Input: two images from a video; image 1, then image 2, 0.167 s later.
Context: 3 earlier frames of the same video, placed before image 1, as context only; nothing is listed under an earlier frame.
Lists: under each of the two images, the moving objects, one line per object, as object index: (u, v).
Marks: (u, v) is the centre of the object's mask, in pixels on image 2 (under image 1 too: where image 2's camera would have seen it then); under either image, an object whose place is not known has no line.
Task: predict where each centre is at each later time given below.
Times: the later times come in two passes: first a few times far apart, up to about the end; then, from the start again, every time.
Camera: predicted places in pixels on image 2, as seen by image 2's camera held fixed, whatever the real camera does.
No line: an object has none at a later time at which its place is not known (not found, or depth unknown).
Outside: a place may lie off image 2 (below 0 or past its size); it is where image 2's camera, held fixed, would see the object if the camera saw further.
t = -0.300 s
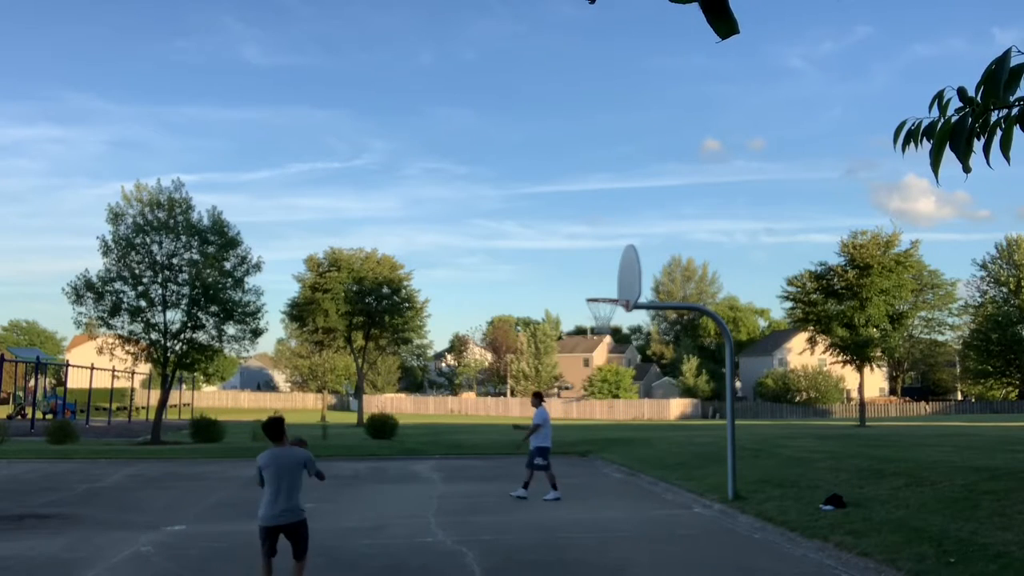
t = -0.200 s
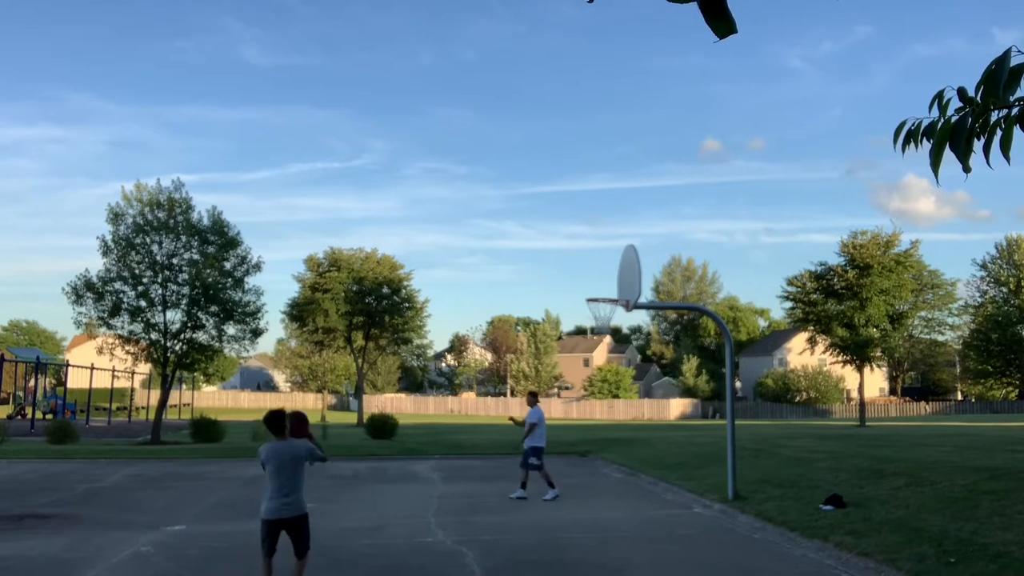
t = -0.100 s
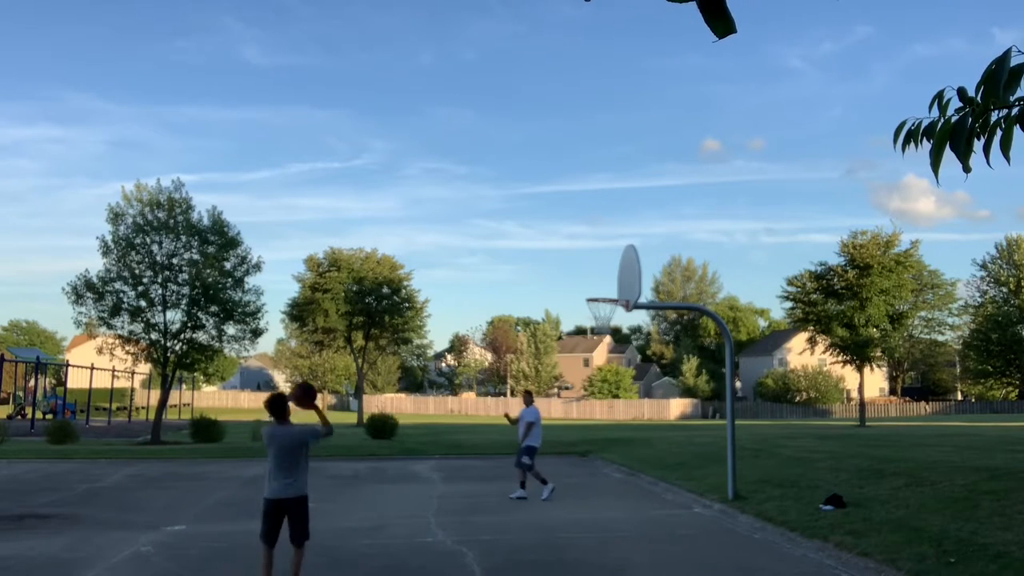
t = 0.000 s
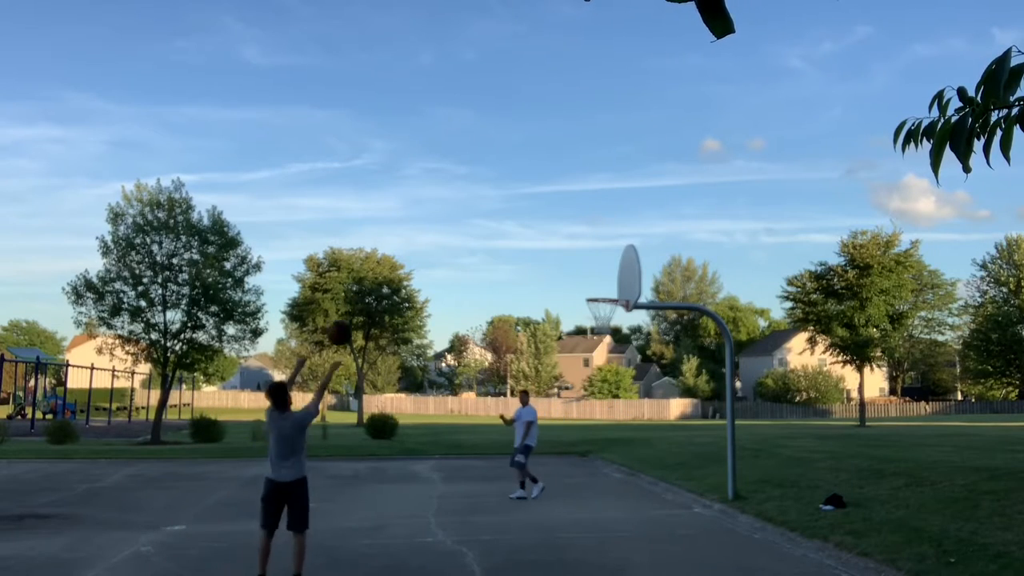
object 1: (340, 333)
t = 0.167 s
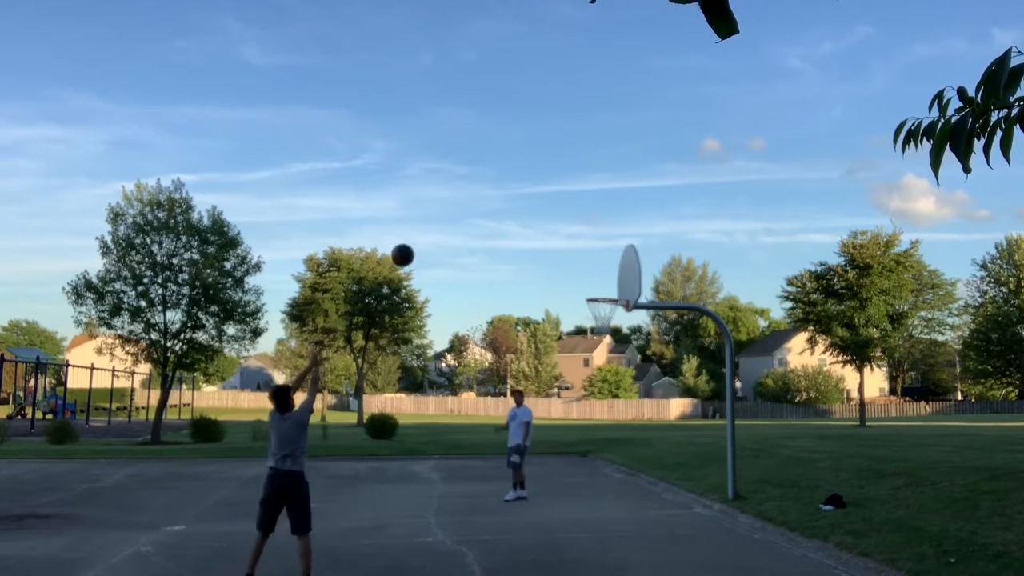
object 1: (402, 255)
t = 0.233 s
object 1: (424, 235)
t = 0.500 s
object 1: (499, 204)
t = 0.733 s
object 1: (551, 225)
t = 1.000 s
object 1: (600, 291)
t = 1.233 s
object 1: (627, 302)
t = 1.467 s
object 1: (660, 354)
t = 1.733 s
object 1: (706, 487)
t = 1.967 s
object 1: (742, 492)
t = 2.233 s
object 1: (776, 405)
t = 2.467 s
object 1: (815, 386)
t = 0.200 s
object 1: (414, 244)
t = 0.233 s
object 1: (424, 235)
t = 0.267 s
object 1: (435, 227)
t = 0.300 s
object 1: (445, 221)
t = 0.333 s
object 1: (455, 215)
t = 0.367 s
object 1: (464, 211)
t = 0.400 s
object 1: (473, 208)
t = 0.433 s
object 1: (482, 206)
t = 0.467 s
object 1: (491, 204)
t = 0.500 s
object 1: (499, 204)
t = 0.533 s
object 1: (507, 205)
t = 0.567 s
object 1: (515, 206)
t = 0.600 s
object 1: (522, 208)
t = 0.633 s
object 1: (530, 211)
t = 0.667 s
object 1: (537, 215)
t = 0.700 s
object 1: (544, 220)
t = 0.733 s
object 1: (551, 225)
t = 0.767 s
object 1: (558, 231)
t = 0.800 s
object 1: (564, 238)
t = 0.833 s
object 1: (570, 245)
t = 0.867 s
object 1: (577, 253)
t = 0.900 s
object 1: (583, 262)
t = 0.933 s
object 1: (589, 271)
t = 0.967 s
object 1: (594, 281)
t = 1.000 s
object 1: (600, 291)
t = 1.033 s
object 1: (604, 294)
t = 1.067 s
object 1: (608, 294)
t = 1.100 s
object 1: (612, 294)
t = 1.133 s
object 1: (615, 295)
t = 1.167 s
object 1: (619, 296)
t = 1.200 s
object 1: (623, 299)
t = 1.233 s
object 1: (627, 302)
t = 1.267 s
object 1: (632, 306)
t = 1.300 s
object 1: (636, 313)
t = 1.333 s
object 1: (641, 318)
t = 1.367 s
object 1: (646, 325)
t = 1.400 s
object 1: (650, 334)
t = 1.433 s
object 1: (655, 343)
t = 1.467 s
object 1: (660, 354)
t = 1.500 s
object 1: (665, 365)
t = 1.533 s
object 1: (669, 379)
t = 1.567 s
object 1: (675, 392)
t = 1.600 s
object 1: (682, 408)
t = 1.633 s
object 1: (687, 425)
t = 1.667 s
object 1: (693, 444)
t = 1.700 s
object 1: (699, 465)
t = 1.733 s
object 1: (706, 487)
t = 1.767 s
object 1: (712, 510)
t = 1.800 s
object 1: (720, 535)
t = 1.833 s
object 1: (727, 559)
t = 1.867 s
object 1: (730, 541)
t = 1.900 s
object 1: (734, 524)
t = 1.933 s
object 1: (738, 508)
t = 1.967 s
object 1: (742, 492)
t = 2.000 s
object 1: (746, 478)
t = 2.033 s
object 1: (750, 465)
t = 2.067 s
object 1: (754, 452)
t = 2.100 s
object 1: (759, 440)
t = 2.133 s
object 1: (762, 430)
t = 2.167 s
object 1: (767, 420)
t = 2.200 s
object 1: (773, 412)
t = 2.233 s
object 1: (776, 405)
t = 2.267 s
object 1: (782, 398)
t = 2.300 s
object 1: (788, 393)
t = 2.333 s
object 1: (793, 389)
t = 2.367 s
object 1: (797, 386)
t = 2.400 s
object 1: (803, 385)
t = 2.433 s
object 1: (809, 385)
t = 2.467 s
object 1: (815, 386)
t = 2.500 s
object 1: (821, 389)
